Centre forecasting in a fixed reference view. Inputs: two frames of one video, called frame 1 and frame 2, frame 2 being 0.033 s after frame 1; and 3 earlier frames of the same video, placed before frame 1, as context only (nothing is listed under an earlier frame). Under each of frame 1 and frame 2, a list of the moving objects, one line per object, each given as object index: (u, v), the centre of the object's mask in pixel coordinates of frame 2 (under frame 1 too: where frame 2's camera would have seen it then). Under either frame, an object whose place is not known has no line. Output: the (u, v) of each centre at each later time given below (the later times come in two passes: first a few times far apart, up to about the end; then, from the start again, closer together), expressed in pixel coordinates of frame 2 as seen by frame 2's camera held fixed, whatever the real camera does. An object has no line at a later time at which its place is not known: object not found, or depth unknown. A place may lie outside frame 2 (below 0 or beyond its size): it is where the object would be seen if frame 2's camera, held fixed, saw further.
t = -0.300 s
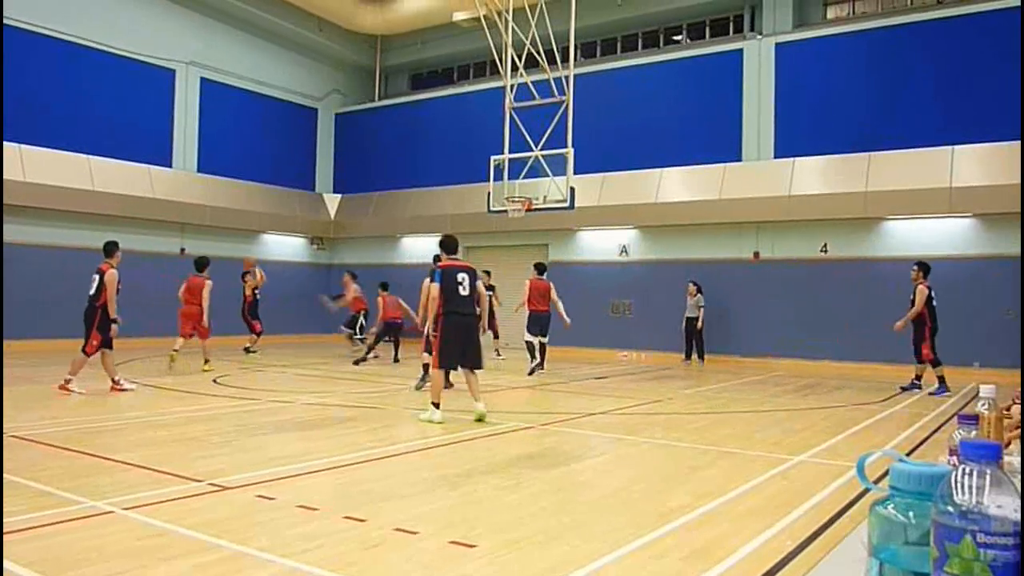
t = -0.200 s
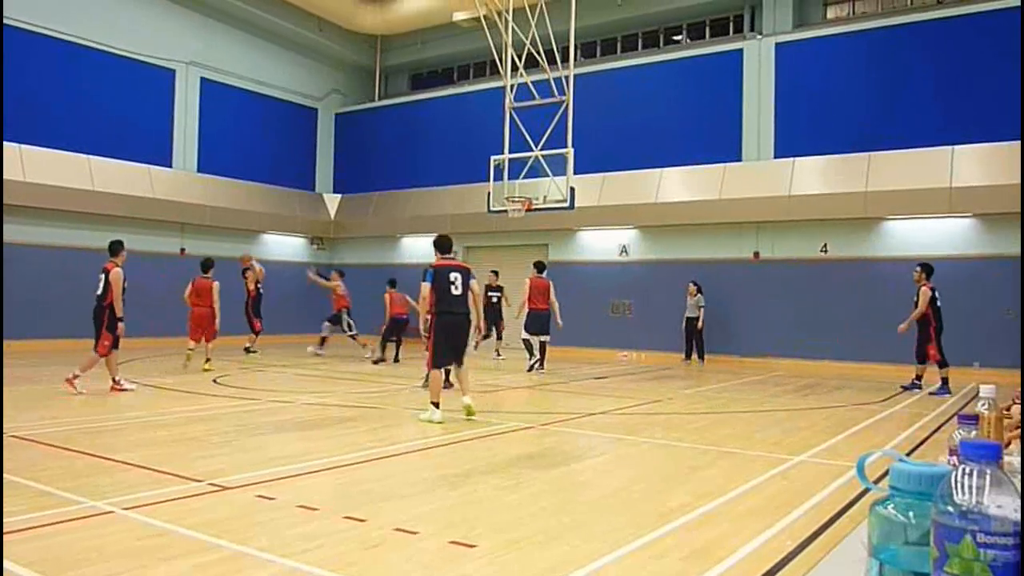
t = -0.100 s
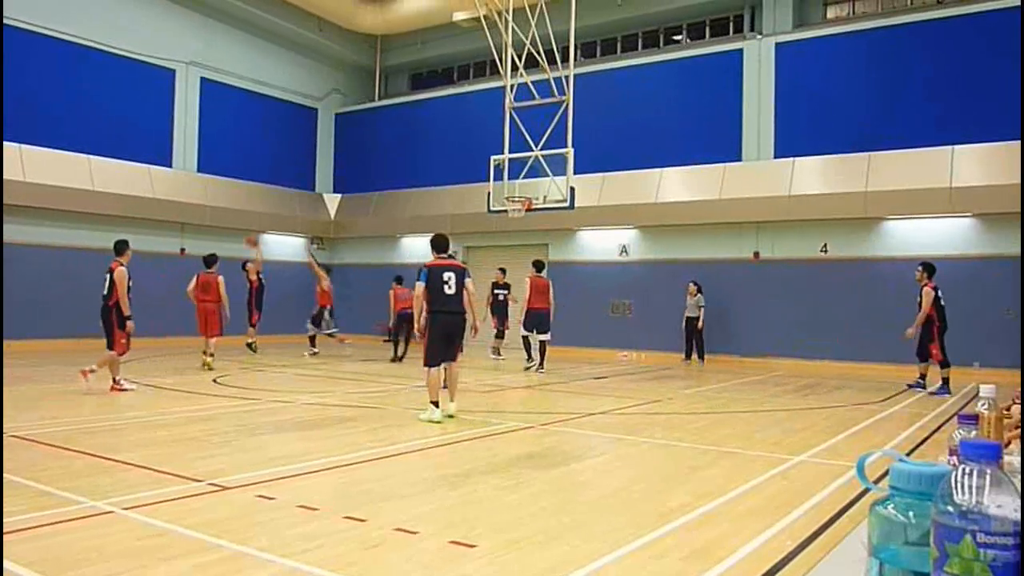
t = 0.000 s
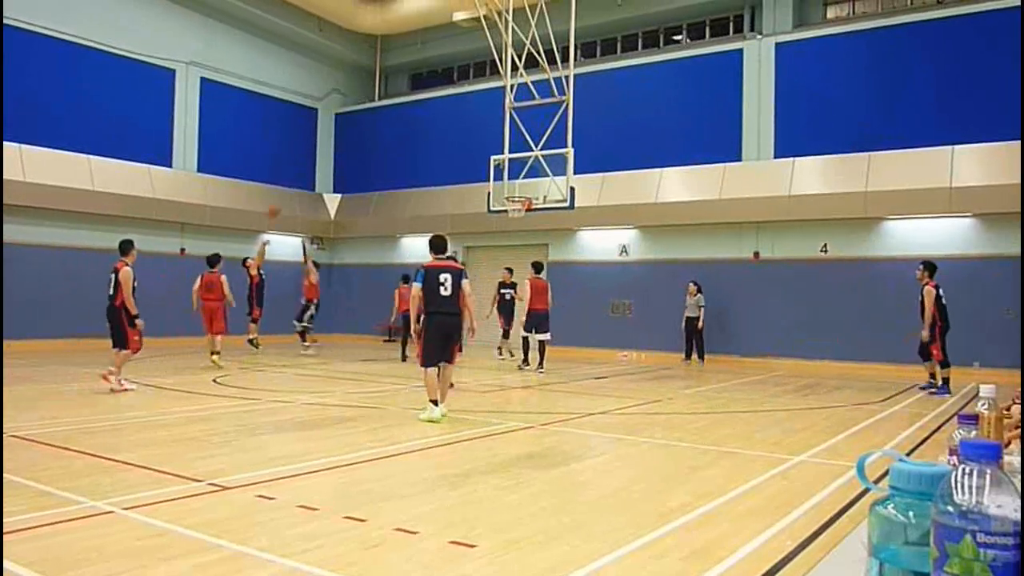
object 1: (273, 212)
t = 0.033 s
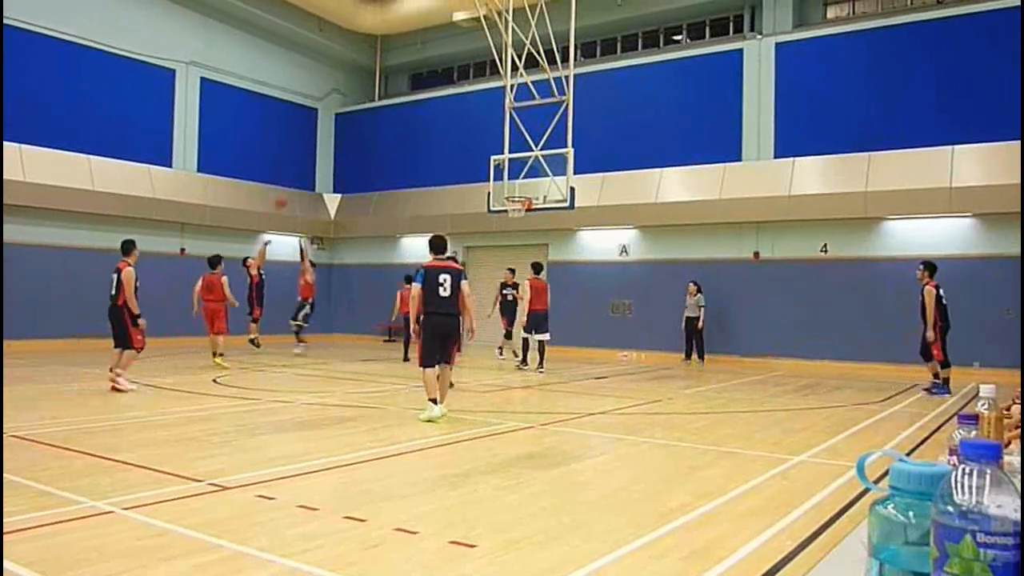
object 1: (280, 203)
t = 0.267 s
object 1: (336, 153)
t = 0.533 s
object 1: (396, 129)
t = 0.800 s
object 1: (458, 141)
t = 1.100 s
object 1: (525, 197)
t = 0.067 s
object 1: (288, 194)
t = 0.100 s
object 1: (296, 184)
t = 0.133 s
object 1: (304, 178)
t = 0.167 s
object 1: (311, 172)
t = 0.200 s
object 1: (320, 165)
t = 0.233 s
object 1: (327, 159)
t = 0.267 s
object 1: (336, 153)
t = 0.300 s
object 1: (343, 147)
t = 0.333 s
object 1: (351, 144)
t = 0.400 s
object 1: (366, 137)
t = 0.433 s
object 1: (374, 134)
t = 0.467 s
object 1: (381, 132)
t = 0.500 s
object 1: (389, 130)
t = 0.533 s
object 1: (396, 129)
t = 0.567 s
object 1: (404, 129)
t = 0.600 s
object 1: (412, 129)
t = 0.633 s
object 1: (420, 130)
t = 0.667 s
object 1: (427, 131)
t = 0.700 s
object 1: (435, 132)
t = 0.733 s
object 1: (442, 135)
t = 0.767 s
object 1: (450, 138)
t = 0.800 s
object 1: (458, 141)
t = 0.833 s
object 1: (465, 145)
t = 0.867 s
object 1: (473, 149)
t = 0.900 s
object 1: (480, 155)
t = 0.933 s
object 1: (487, 160)
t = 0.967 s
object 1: (497, 167)
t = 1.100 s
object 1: (525, 197)
